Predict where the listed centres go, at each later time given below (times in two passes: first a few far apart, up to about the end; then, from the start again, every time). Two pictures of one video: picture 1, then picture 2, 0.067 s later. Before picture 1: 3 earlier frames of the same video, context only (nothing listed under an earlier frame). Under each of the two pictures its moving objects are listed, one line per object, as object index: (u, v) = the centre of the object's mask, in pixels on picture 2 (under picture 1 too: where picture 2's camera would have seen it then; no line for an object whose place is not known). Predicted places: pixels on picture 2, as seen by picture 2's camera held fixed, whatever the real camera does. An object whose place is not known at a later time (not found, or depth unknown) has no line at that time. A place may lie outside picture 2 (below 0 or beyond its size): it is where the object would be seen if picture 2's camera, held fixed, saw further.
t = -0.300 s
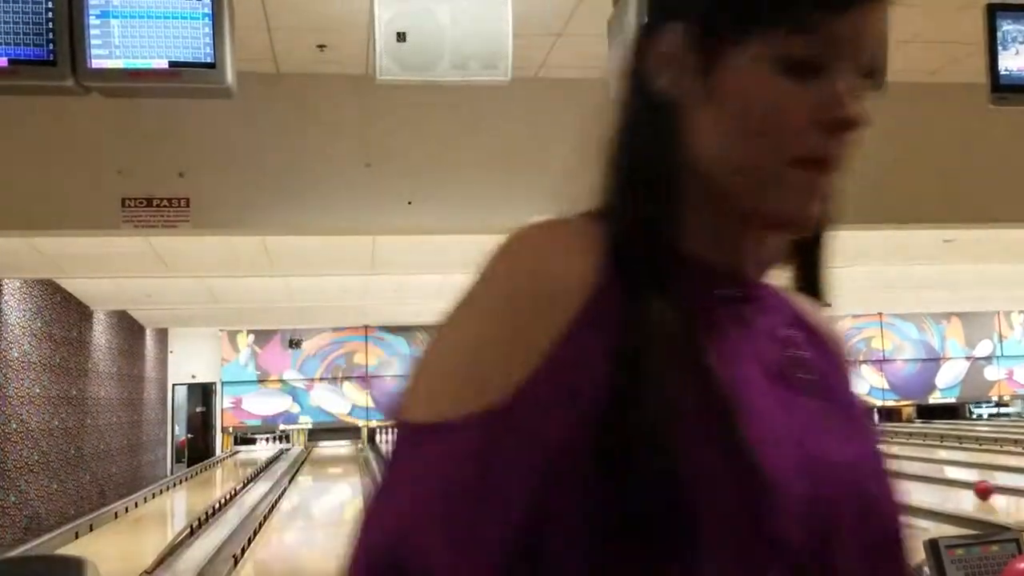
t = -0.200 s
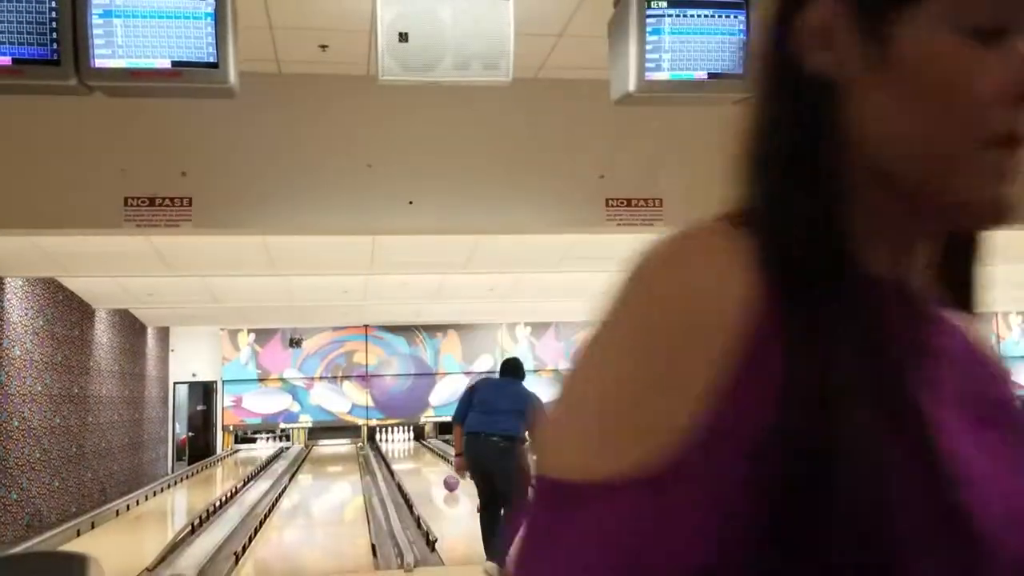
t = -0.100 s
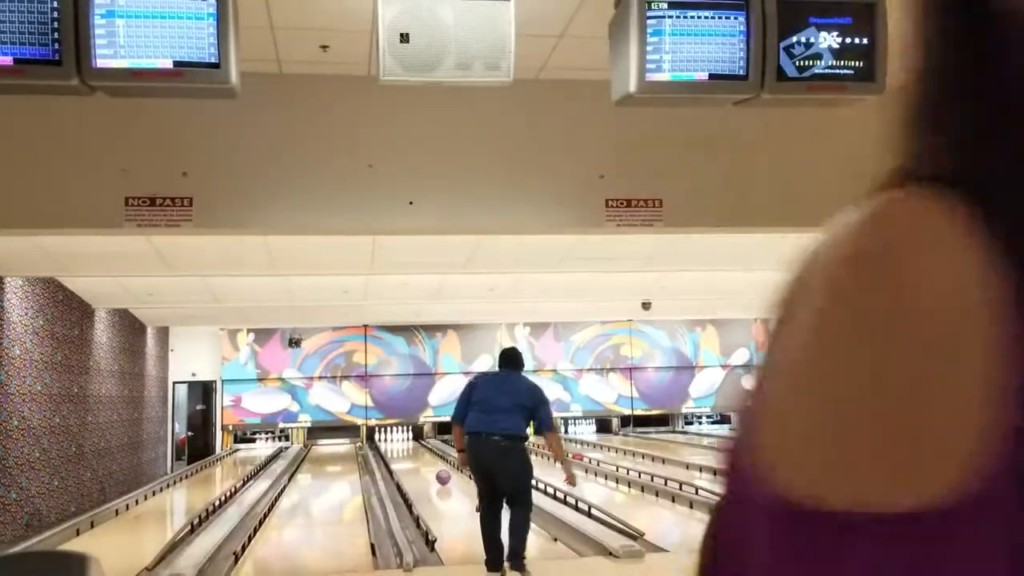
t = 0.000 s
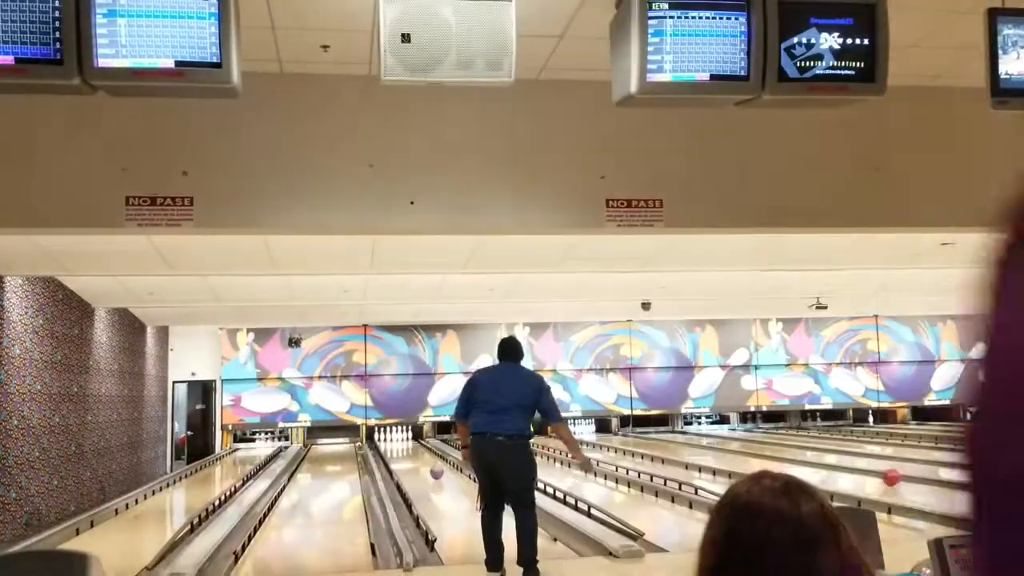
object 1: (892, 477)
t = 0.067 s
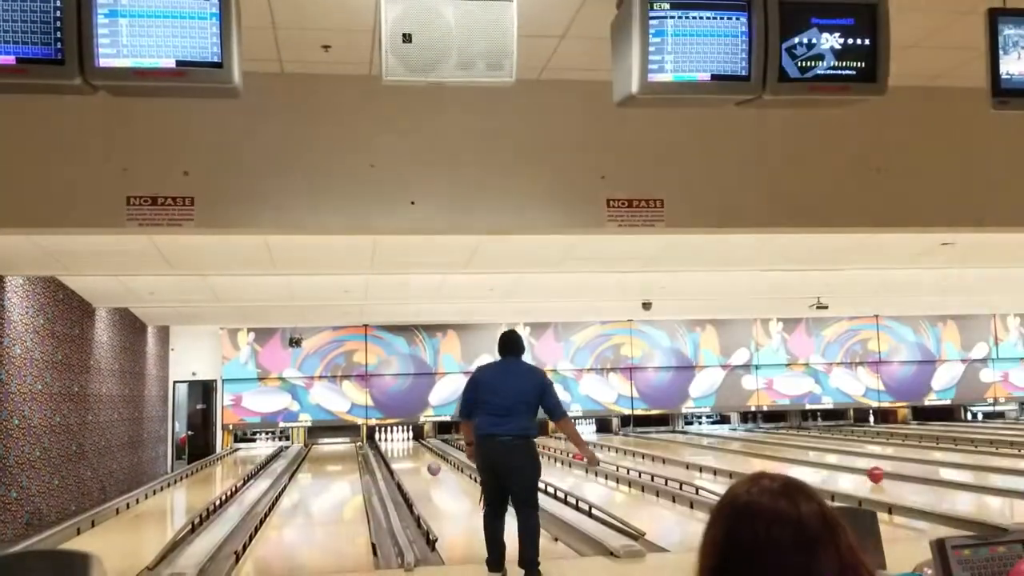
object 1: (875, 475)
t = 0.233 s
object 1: (838, 468)
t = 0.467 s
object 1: (796, 462)
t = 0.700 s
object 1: (762, 457)
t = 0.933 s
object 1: (734, 452)
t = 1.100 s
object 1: (716, 449)
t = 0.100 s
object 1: (867, 473)
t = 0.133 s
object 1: (860, 472)
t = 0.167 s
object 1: (852, 471)
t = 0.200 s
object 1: (845, 469)
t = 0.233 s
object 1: (838, 468)
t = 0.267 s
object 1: (832, 467)
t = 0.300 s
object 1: (825, 466)
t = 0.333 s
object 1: (819, 465)
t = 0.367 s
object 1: (812, 465)
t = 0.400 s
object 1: (807, 463)
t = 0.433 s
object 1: (801, 463)
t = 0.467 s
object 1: (796, 462)
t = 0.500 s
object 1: (791, 461)
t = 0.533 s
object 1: (786, 461)
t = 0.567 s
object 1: (781, 459)
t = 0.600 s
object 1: (776, 458)
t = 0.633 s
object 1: (772, 458)
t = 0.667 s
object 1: (767, 457)
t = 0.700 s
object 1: (762, 457)
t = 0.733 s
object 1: (758, 456)
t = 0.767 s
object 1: (754, 455)
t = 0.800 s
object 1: (749, 455)
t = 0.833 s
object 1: (746, 454)
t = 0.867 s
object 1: (741, 453)
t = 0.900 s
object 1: (737, 452)
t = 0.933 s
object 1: (734, 452)
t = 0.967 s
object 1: (730, 452)
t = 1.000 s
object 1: (726, 451)
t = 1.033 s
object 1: (723, 450)
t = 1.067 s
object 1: (719, 450)
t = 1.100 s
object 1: (716, 449)
